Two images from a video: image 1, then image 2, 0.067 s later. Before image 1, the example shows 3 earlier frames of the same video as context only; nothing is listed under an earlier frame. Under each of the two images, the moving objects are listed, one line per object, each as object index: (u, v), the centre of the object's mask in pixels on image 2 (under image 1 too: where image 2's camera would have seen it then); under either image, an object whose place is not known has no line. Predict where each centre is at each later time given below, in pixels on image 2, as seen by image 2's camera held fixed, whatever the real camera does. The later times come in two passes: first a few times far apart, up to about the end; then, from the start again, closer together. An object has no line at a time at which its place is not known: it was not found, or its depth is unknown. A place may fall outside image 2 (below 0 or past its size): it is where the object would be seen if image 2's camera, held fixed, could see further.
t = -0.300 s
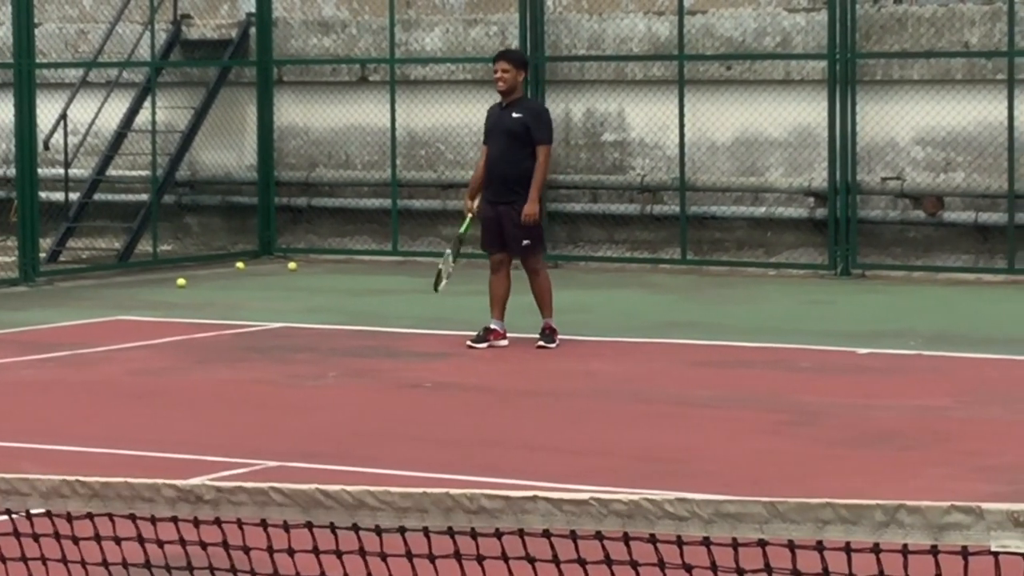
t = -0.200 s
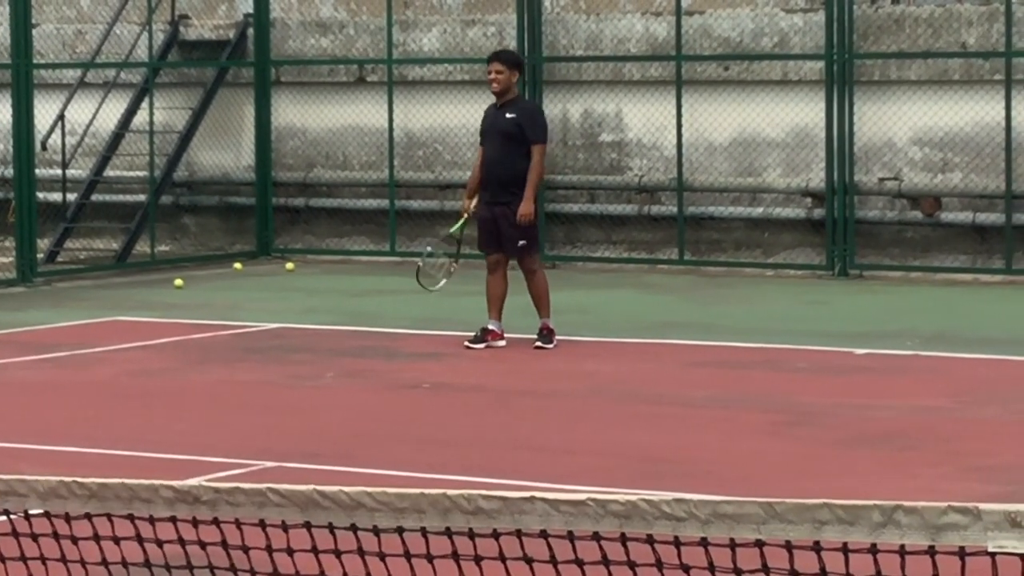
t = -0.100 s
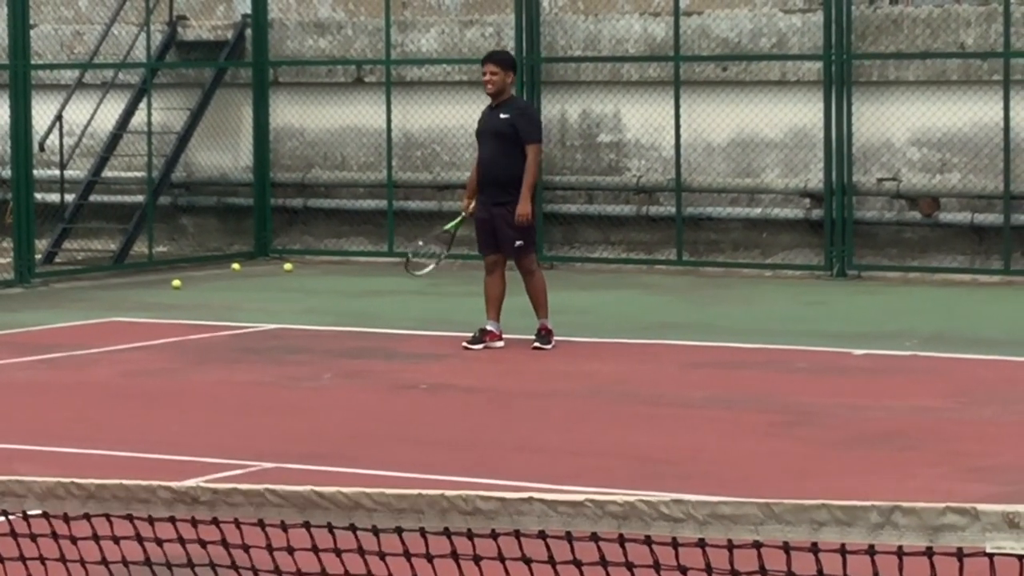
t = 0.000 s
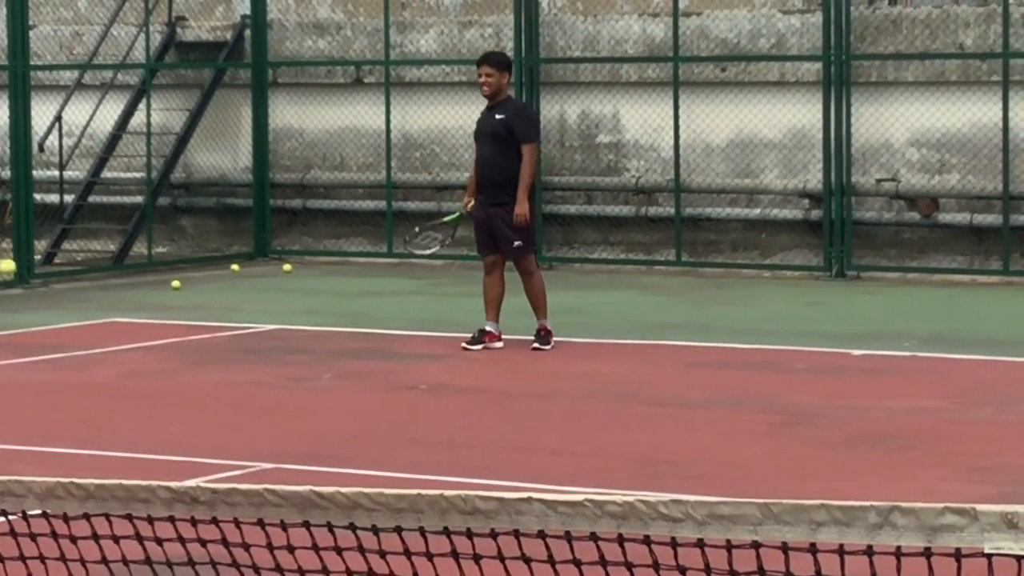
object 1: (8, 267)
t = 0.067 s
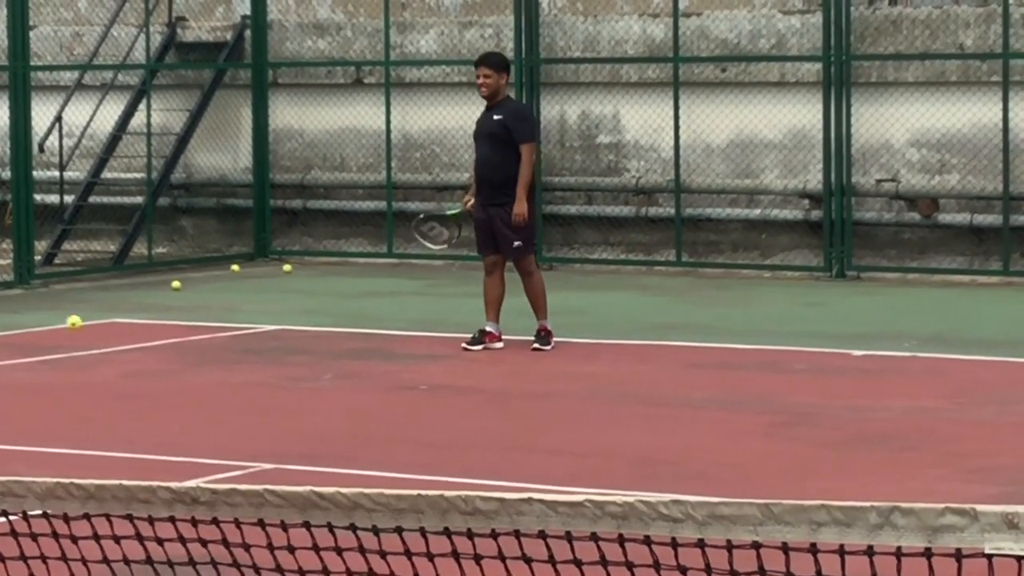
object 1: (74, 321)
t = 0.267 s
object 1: (202, 298)
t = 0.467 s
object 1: (285, 182)
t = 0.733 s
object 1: (380, 158)
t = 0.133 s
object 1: (133, 381)
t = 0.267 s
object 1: (202, 298)
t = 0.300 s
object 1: (217, 272)
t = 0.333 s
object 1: (231, 249)
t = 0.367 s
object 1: (245, 229)
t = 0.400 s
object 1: (259, 211)
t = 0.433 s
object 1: (272, 195)
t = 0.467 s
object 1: (285, 182)
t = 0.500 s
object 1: (298, 171)
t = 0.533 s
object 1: (311, 162)
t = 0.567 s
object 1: (322, 156)
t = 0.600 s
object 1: (334, 153)
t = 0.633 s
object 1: (346, 151)
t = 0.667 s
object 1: (358, 151)
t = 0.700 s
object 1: (369, 154)
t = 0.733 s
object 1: (380, 158)
